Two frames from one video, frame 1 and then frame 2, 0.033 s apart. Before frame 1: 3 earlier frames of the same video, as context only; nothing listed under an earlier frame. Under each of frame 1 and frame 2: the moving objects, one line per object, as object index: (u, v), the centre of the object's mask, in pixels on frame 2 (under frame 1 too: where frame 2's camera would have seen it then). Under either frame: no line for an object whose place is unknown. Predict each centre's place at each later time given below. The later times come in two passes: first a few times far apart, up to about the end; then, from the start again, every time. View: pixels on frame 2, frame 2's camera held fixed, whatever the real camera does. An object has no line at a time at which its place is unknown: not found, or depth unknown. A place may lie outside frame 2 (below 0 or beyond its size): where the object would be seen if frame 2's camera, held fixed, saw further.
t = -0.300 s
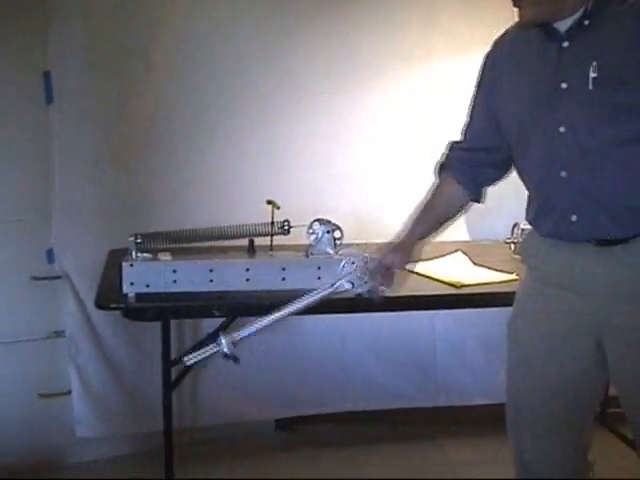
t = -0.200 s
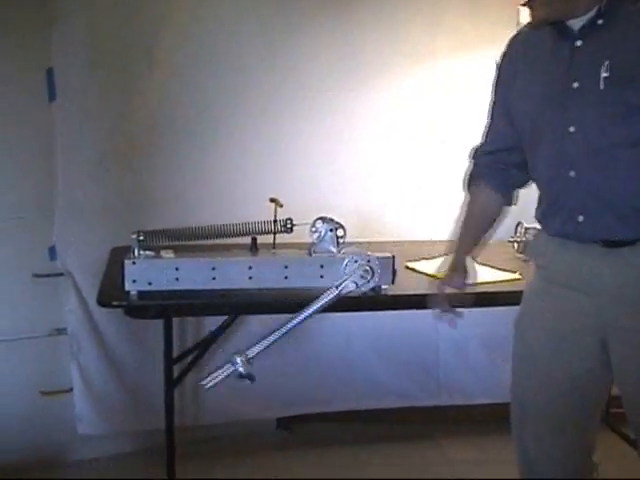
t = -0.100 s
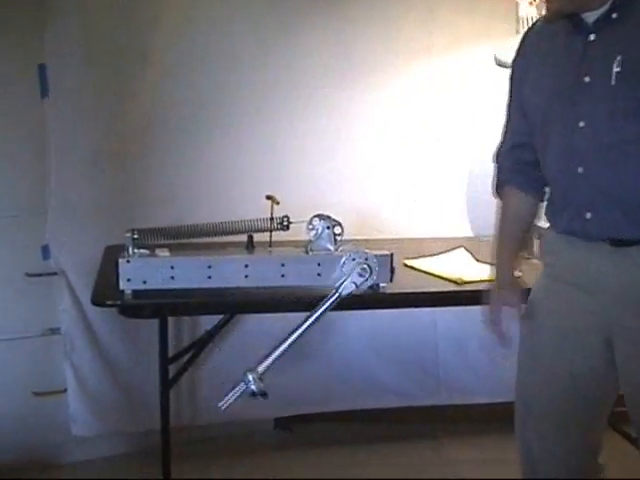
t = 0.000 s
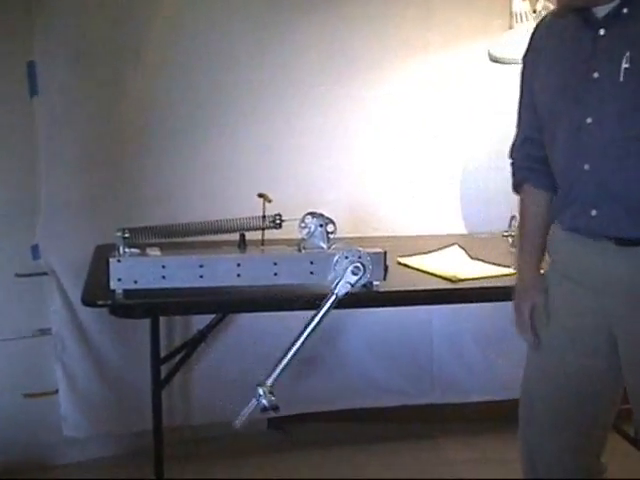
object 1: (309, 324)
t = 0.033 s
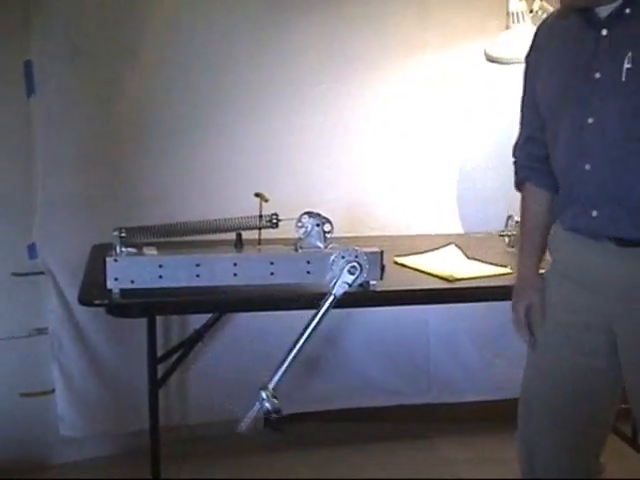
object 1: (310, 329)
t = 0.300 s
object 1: (336, 337)
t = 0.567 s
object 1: (363, 335)
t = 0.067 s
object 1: (311, 335)
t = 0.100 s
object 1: (316, 332)
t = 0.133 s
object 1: (320, 332)
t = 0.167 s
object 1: (323, 335)
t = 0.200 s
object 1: (327, 334)
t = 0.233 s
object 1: (330, 336)
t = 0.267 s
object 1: (334, 335)
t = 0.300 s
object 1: (336, 337)
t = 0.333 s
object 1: (340, 338)
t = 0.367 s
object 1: (344, 336)
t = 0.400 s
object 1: (347, 335)
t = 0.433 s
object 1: (350, 335)
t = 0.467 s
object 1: (353, 335)
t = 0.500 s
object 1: (356, 335)
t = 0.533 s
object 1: (360, 334)
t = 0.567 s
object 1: (363, 335)
